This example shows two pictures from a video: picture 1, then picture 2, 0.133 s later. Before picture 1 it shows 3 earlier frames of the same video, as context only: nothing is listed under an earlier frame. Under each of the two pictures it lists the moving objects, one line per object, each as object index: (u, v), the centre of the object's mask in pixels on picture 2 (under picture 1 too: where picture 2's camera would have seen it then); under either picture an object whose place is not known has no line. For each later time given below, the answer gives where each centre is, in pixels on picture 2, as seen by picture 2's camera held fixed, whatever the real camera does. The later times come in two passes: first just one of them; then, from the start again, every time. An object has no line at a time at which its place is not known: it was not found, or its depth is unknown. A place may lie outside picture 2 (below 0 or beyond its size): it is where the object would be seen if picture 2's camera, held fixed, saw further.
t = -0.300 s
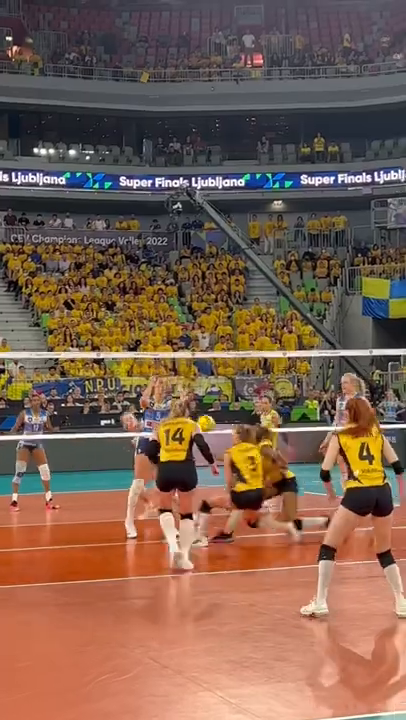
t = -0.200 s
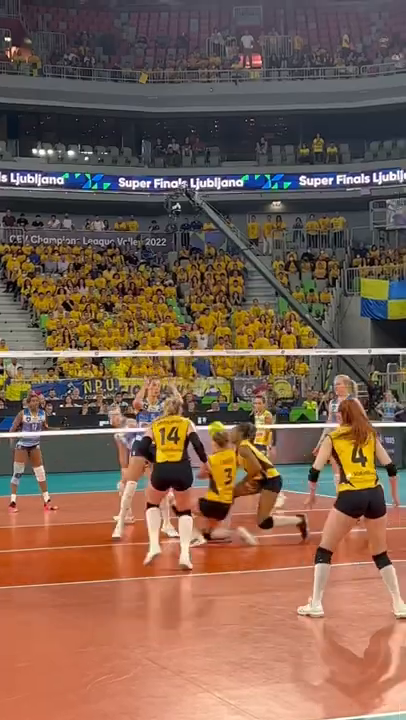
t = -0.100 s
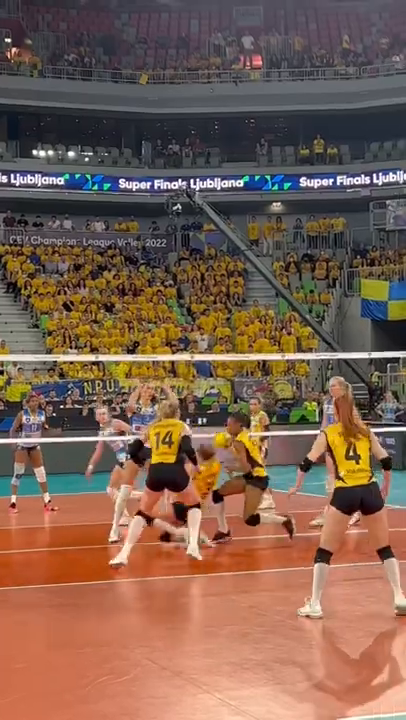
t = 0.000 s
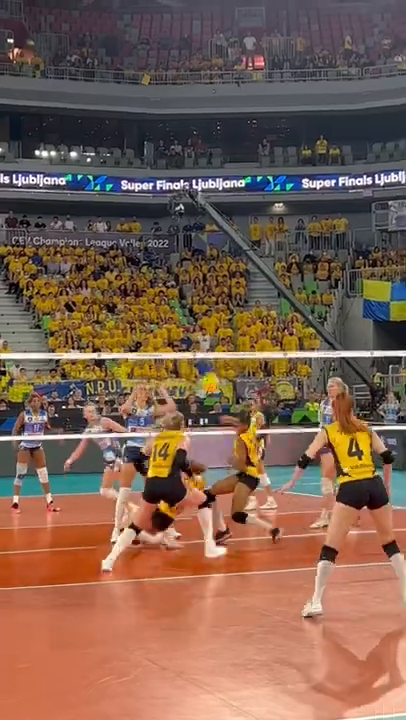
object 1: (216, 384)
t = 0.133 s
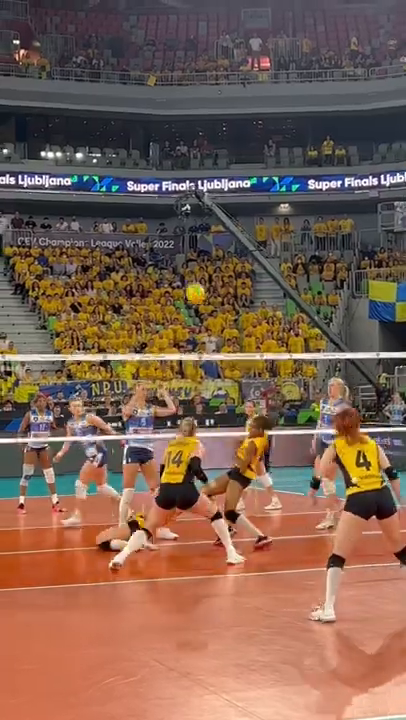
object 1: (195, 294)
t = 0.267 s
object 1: (173, 217)
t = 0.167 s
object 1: (190, 273)
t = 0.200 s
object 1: (184, 253)
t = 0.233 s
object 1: (179, 234)
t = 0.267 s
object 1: (173, 217)
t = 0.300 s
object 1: (168, 200)
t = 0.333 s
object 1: (161, 183)
